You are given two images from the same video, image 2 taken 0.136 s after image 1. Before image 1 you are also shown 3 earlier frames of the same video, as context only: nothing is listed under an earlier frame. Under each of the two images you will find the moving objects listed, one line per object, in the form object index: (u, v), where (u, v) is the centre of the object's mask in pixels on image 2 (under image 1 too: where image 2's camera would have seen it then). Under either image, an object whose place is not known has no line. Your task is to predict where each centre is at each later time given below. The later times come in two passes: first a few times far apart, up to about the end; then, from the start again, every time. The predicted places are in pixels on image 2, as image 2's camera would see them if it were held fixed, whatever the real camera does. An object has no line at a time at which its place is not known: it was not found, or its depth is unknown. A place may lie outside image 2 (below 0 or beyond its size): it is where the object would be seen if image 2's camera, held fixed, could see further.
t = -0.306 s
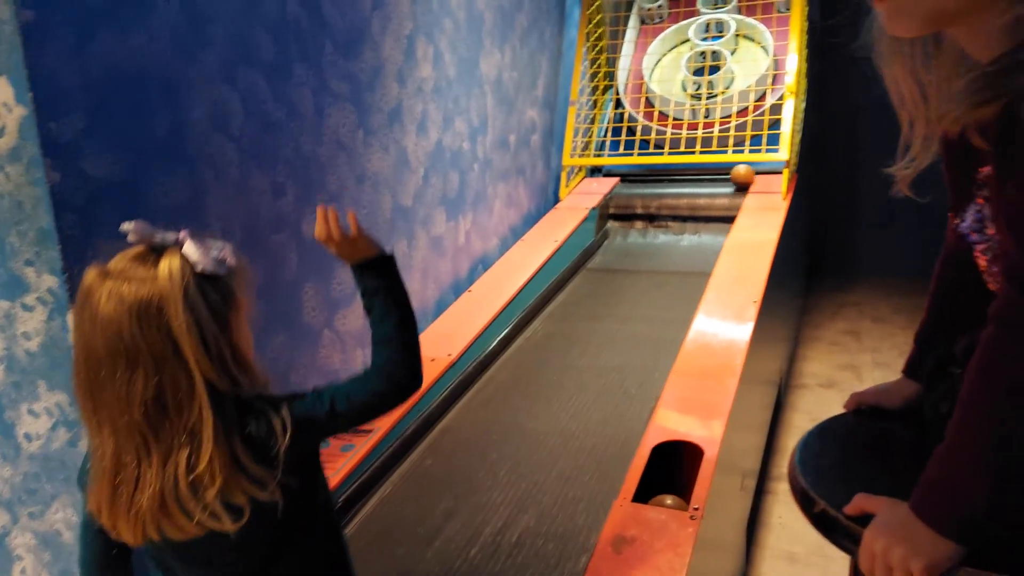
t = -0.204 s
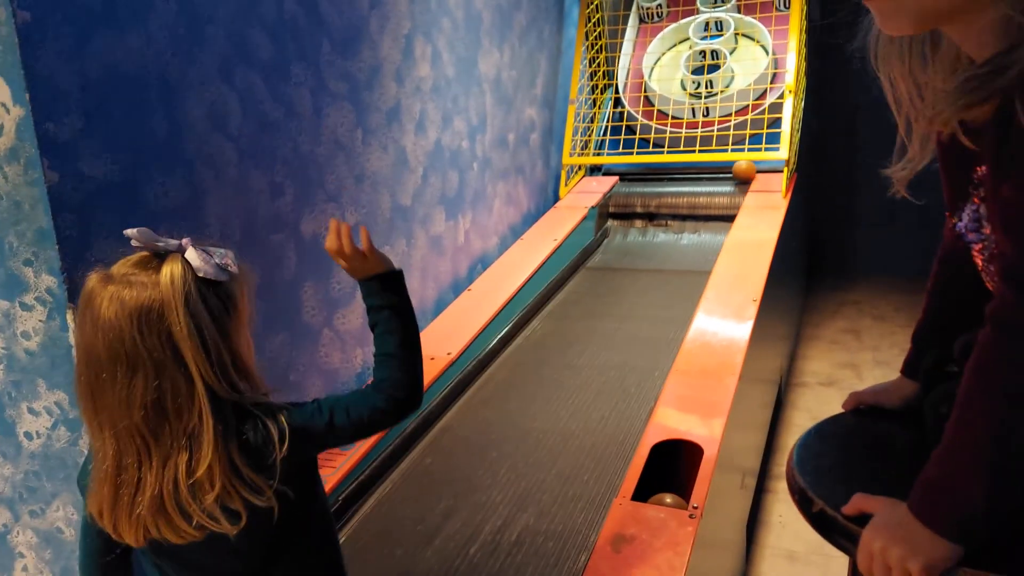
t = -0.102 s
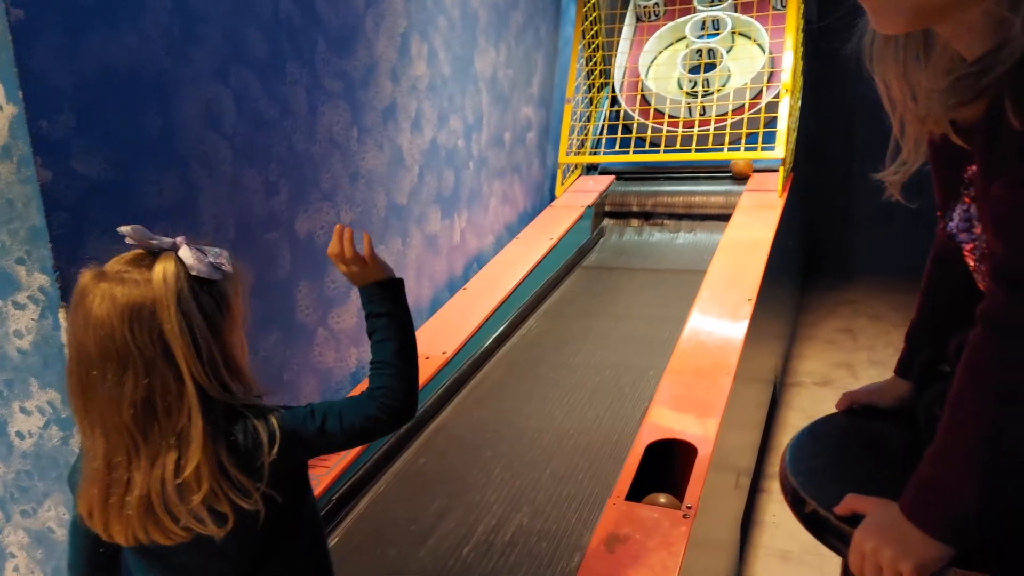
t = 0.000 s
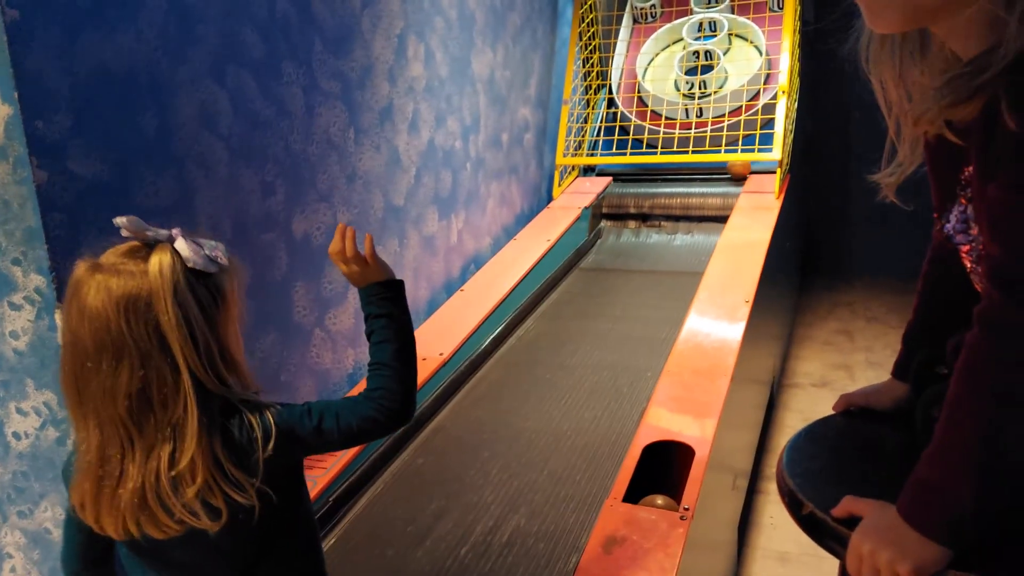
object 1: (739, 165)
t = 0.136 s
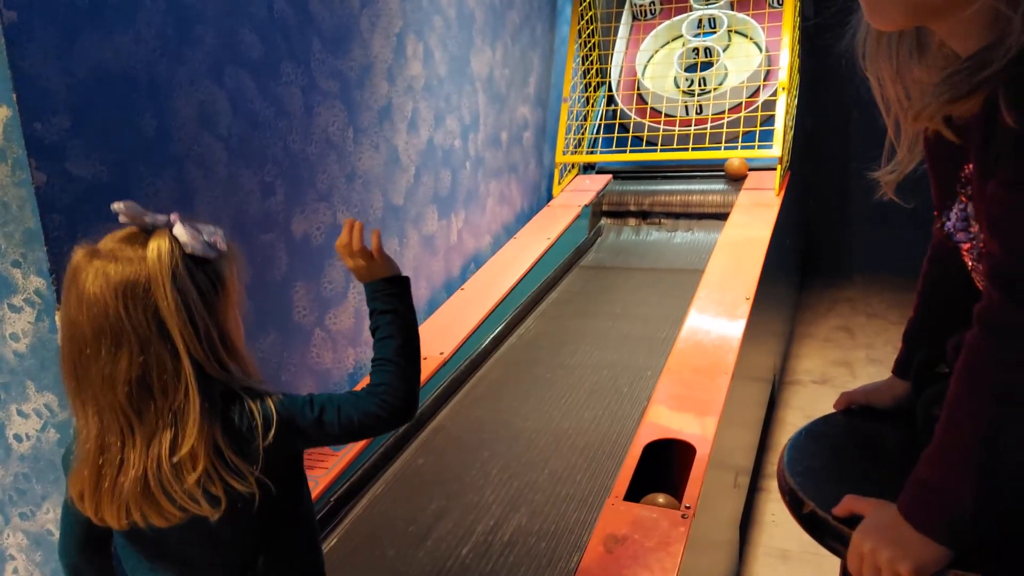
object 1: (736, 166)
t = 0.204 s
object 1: (734, 168)
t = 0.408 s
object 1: (730, 184)
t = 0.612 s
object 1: (708, 240)
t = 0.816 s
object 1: (681, 270)
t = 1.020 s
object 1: (645, 309)
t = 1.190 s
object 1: (608, 352)
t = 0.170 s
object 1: (735, 167)
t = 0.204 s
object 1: (734, 168)
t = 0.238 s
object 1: (733, 168)
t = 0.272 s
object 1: (733, 169)
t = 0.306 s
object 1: (733, 172)
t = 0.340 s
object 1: (732, 175)
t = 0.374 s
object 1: (731, 179)
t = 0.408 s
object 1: (730, 184)
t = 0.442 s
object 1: (725, 204)
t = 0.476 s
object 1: (723, 210)
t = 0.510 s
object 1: (720, 219)
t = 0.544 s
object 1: (716, 227)
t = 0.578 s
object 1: (712, 234)
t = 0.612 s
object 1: (708, 240)
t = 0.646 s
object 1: (704, 244)
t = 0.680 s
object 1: (700, 250)
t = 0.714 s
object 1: (696, 255)
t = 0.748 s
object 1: (690, 260)
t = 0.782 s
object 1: (686, 265)
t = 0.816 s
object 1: (681, 270)
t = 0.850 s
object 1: (675, 277)
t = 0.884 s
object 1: (670, 282)
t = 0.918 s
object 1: (664, 289)
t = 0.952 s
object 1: (658, 296)
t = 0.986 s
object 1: (652, 302)
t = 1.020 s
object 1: (645, 309)
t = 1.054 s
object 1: (639, 318)
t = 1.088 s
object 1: (632, 326)
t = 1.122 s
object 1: (624, 333)
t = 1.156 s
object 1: (616, 344)
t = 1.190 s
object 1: (608, 352)
